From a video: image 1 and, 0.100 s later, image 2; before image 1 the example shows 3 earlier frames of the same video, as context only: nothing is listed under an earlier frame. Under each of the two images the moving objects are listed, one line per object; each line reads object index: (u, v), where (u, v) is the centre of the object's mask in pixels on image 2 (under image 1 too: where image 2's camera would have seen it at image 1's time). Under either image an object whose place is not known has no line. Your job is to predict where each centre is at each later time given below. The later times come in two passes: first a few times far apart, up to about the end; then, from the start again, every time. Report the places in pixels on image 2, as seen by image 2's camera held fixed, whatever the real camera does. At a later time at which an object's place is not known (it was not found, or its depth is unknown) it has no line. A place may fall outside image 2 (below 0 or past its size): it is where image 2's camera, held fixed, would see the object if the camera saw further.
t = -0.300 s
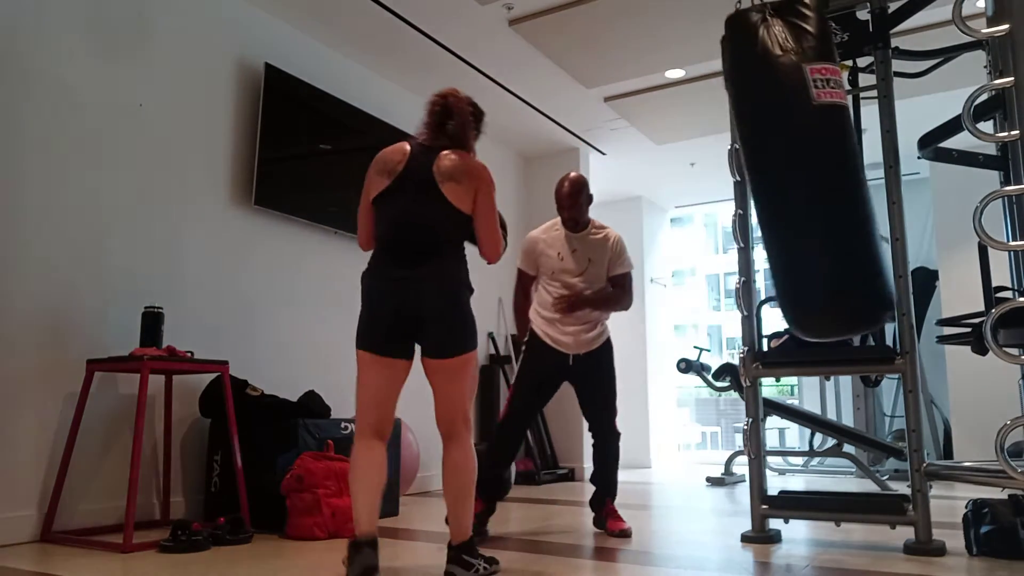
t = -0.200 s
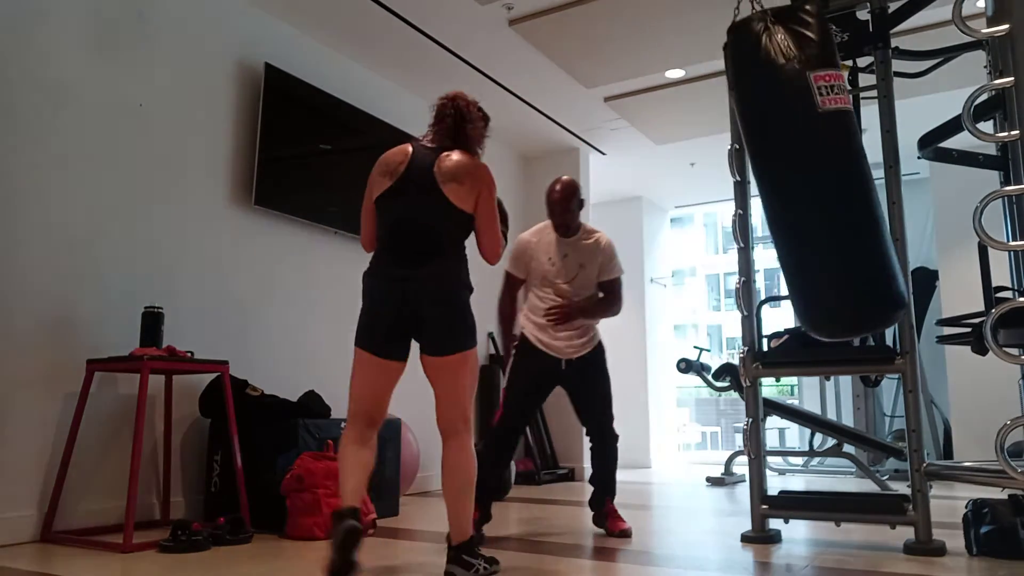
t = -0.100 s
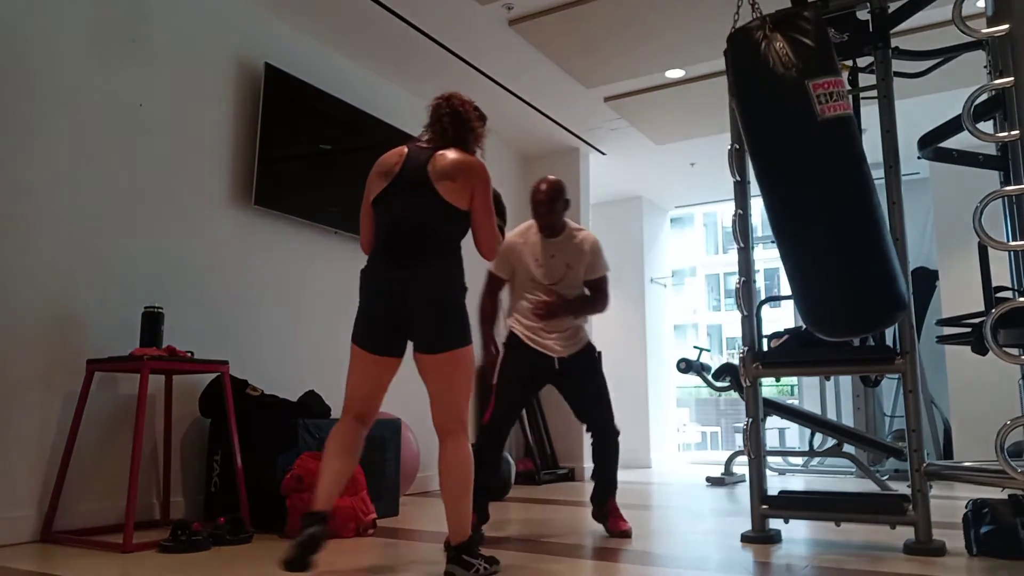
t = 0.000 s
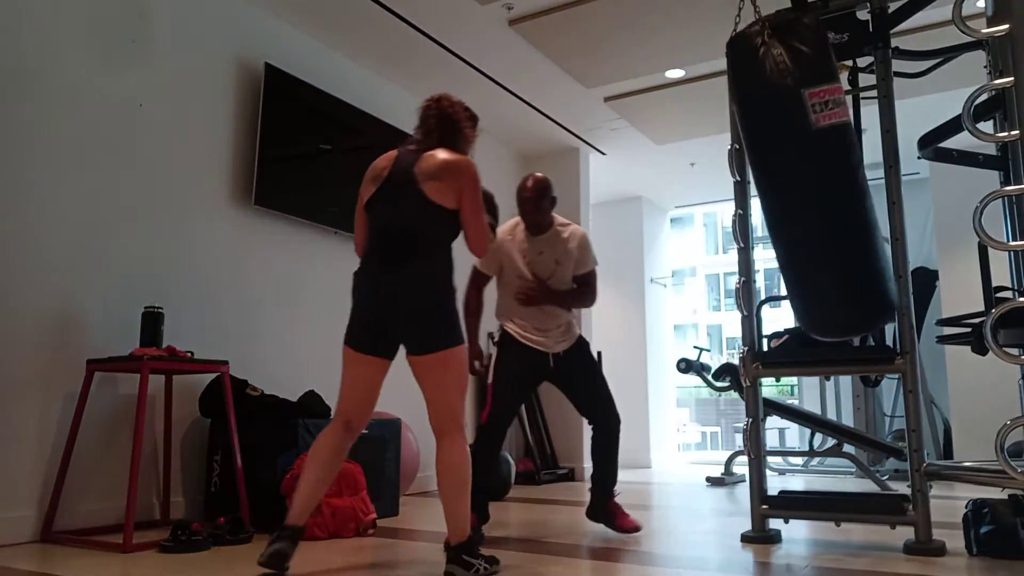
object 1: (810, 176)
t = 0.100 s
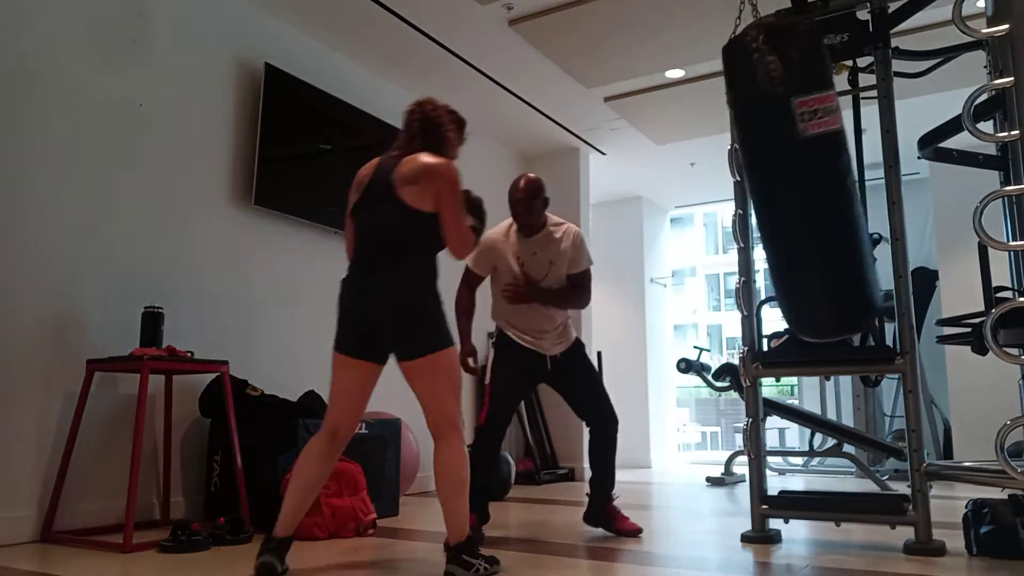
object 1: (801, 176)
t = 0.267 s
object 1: (775, 184)
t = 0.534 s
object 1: (725, 189)
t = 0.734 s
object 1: (689, 189)
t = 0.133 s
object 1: (797, 180)
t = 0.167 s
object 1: (792, 181)
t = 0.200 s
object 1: (787, 183)
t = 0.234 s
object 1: (781, 183)
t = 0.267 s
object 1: (775, 184)
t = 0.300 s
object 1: (769, 185)
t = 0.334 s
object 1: (763, 186)
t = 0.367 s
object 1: (757, 186)
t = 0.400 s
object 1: (751, 187)
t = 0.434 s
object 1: (745, 188)
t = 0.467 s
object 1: (738, 188)
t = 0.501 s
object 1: (731, 188)
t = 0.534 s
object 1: (725, 189)
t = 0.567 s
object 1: (718, 190)
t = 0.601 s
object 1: (711, 191)
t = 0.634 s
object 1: (705, 191)
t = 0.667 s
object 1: (699, 190)
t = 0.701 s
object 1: (694, 190)
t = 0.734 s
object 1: (689, 189)
